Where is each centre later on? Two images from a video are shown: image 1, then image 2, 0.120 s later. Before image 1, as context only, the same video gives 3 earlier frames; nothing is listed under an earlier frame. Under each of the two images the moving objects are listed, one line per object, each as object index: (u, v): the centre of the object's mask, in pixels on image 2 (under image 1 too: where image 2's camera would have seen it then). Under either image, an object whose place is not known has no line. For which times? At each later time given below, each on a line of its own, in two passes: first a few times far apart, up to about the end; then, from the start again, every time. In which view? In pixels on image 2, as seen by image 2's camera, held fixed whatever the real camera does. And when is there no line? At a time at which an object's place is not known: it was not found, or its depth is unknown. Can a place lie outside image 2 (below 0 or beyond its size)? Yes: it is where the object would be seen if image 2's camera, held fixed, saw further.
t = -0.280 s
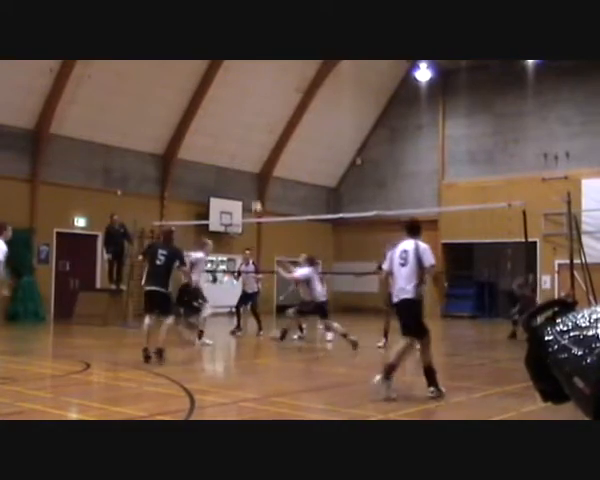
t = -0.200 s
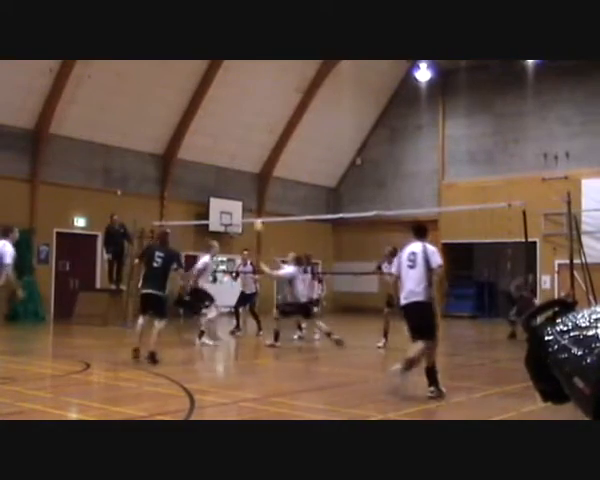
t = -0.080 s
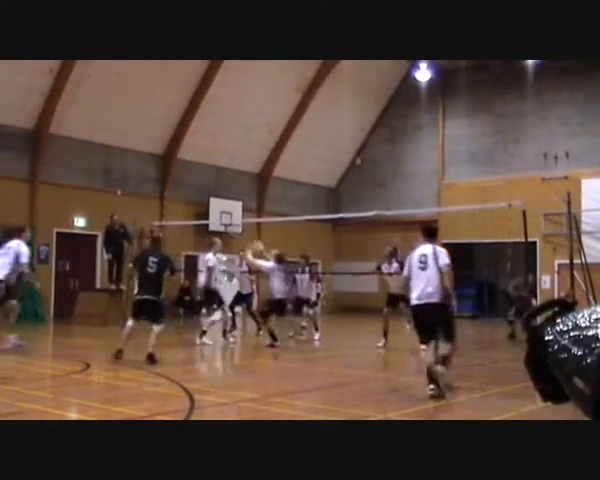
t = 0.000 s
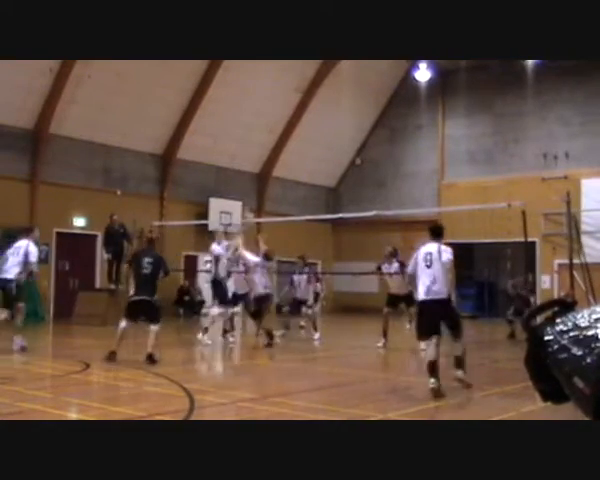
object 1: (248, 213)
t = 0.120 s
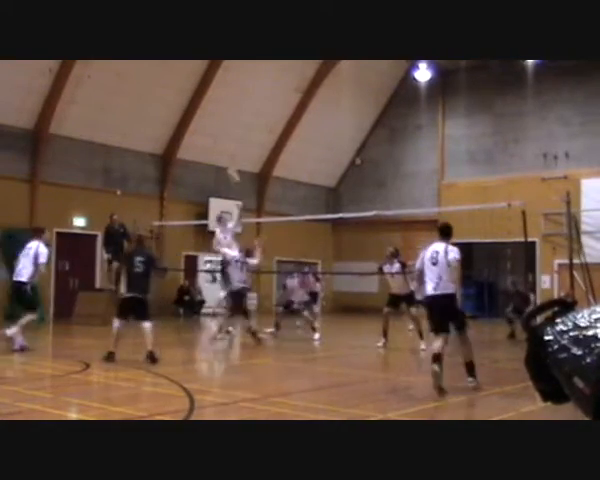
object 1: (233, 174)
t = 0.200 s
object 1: (222, 152)
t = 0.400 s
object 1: (200, 118)
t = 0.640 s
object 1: (176, 110)
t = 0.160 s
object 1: (229, 162)
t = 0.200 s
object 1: (222, 152)
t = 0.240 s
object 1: (217, 143)
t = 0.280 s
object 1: (214, 135)
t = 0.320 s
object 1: (209, 128)
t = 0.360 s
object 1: (205, 123)
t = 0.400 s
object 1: (200, 118)
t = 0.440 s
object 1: (197, 115)
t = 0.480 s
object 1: (192, 113)
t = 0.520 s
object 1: (188, 110)
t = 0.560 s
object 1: (185, 109)
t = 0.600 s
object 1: (181, 108)
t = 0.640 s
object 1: (176, 110)
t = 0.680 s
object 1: (173, 110)
